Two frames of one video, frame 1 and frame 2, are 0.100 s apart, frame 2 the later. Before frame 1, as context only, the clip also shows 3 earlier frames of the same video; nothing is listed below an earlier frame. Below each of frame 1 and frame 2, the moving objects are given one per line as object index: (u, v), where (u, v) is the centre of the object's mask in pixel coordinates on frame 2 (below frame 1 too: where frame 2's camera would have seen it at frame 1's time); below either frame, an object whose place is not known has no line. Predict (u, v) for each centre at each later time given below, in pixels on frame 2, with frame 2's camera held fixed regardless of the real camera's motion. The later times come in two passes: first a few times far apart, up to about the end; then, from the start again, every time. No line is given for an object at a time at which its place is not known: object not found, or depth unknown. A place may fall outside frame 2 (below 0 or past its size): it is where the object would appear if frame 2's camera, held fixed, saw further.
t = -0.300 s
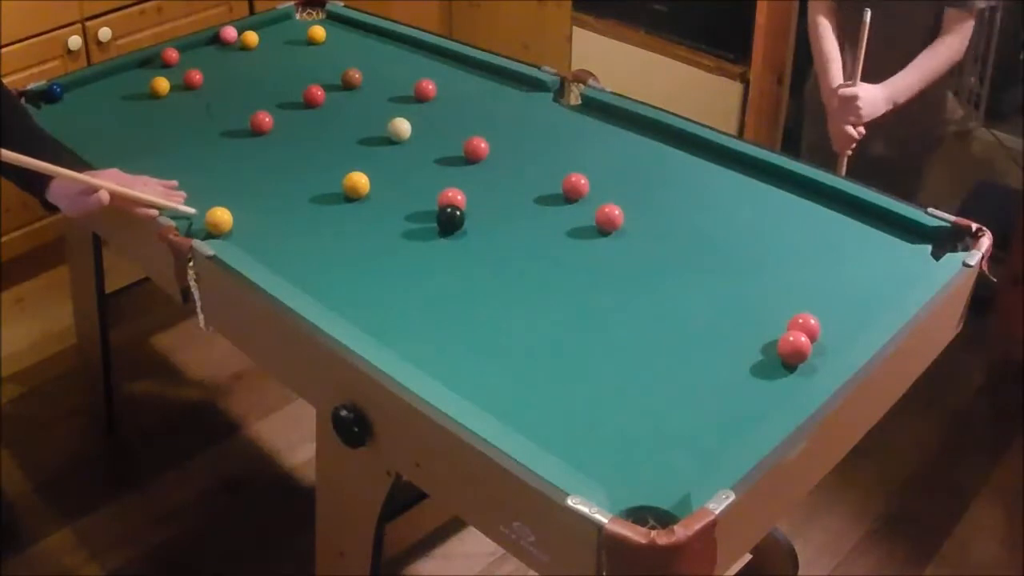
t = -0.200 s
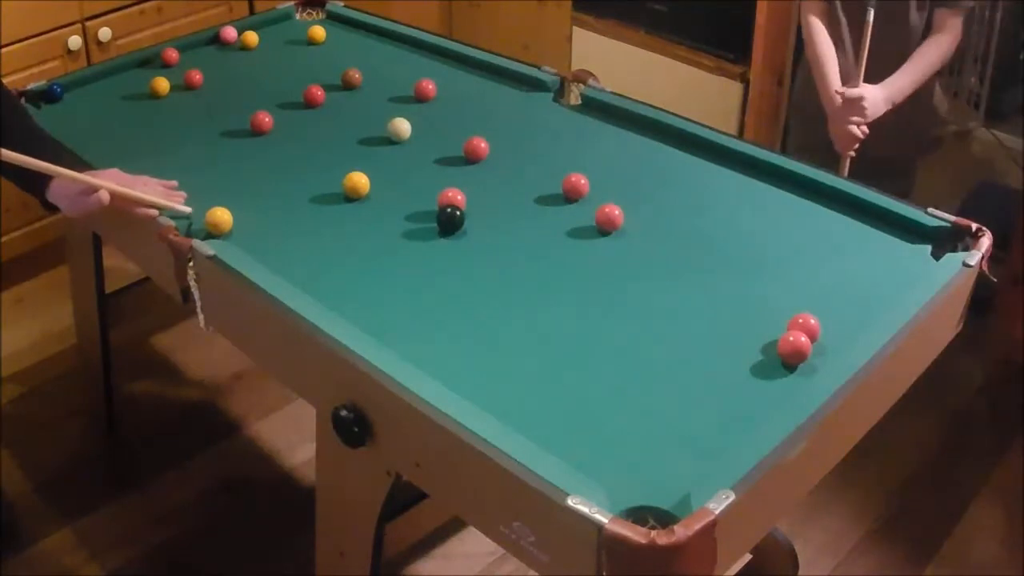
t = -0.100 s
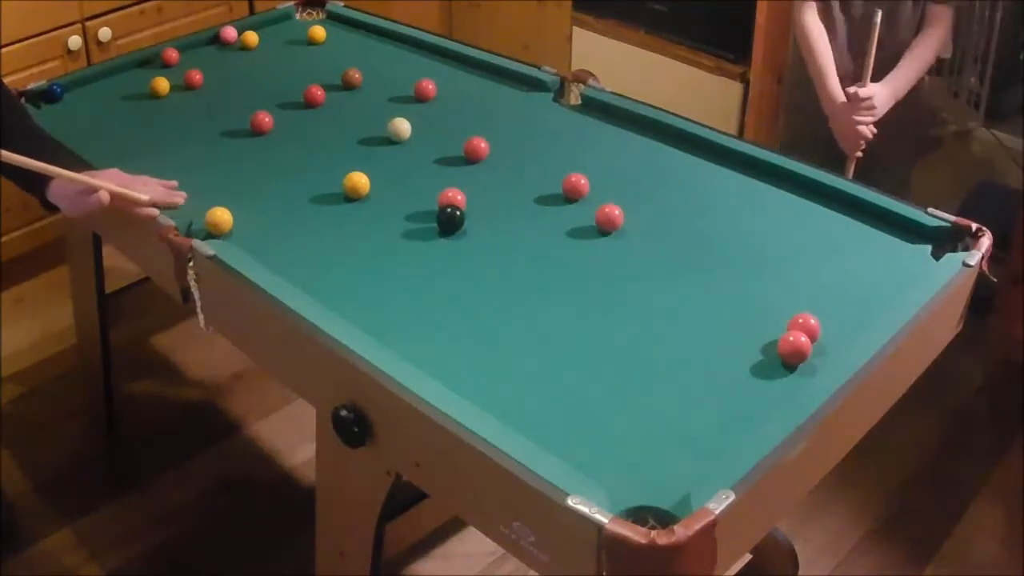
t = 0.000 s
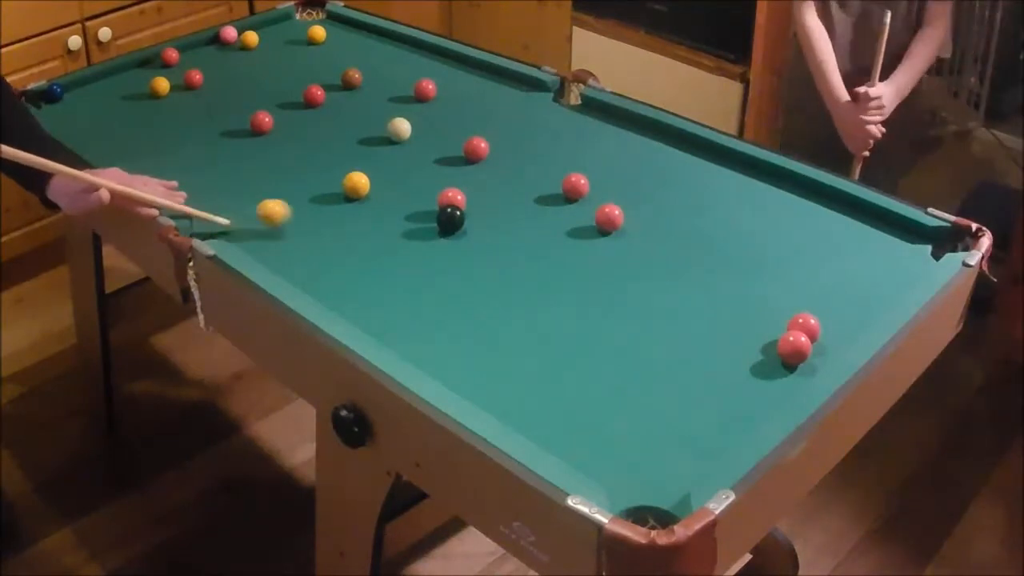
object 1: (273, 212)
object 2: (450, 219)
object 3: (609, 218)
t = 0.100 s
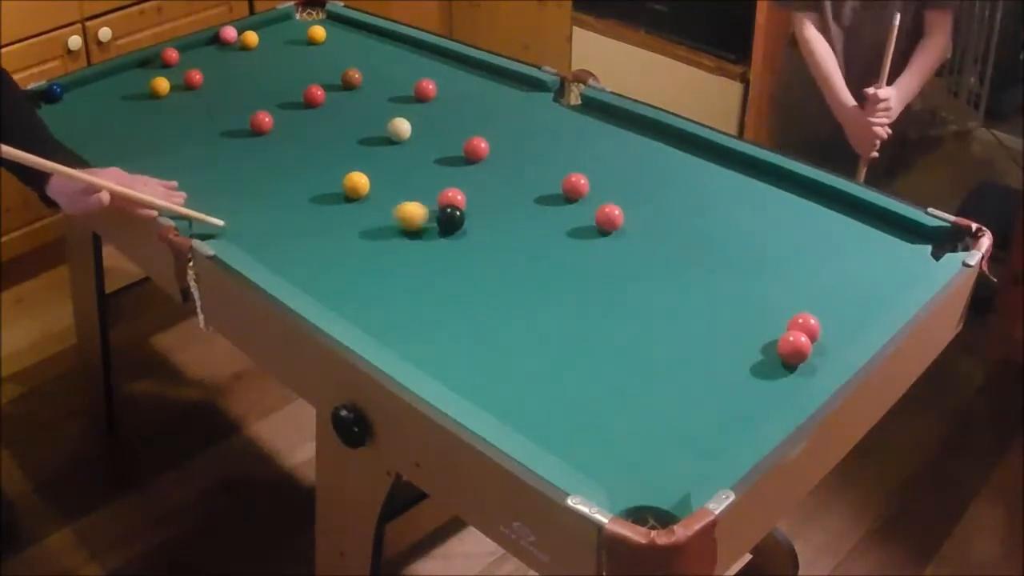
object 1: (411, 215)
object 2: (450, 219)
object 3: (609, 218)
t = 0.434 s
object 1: (432, 211)
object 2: (613, 237)
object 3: (760, 204)
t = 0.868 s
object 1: (432, 212)
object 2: (655, 255)
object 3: (870, 238)
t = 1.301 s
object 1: (432, 212)
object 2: (664, 259)
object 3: (890, 282)
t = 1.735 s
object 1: (432, 212)
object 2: (663, 259)
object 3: (858, 290)
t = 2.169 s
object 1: (432, 212)
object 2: (663, 258)
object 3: (852, 292)
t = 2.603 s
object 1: (432, 212)
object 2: (663, 258)
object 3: (852, 292)
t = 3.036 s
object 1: (432, 212)
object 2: (663, 258)
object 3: (852, 292)
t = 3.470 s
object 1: (432, 212)
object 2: (663, 258)
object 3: (852, 292)
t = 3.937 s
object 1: (432, 212)
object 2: (663, 258)
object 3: (852, 292)
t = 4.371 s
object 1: (432, 212)
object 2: (663, 258)
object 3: (852, 292)
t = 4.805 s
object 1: (432, 212)
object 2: (663, 258)
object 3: (853, 292)
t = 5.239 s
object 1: (432, 212)
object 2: (663, 258)
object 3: (853, 292)
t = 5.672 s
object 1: (432, 212)
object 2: (663, 258)
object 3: (853, 292)
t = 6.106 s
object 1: (432, 212)
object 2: (663, 258)
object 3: (853, 292)
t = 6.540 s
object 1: (432, 212)
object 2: (663, 258)
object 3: (852, 292)
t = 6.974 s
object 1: (432, 212)
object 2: (663, 258)
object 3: (852, 293)
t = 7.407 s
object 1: (432, 211)
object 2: (663, 258)
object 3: (853, 292)
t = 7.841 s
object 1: (432, 212)
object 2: (663, 258)
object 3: (853, 292)
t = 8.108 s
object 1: (432, 212)
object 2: (663, 258)
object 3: (853, 292)
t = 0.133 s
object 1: (422, 216)
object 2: (482, 219)
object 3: (609, 218)
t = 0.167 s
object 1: (425, 215)
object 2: (523, 221)
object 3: (609, 217)
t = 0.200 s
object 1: (427, 214)
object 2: (560, 221)
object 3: (609, 218)
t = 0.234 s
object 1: (429, 213)
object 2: (584, 224)
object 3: (622, 216)
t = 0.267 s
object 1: (431, 212)
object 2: (588, 225)
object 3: (651, 213)
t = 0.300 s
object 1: (431, 212)
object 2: (593, 228)
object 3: (677, 211)
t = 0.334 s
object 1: (431, 212)
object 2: (598, 230)
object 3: (701, 209)
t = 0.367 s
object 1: (432, 212)
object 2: (603, 232)
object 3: (722, 207)
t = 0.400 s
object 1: (432, 212)
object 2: (608, 235)
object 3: (741, 205)
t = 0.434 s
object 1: (432, 211)
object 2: (613, 237)
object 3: (760, 204)
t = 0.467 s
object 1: (432, 212)
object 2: (617, 239)
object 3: (778, 203)
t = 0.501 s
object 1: (432, 212)
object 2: (621, 240)
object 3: (796, 200)
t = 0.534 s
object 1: (432, 212)
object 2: (625, 242)
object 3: (813, 199)
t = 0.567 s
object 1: (432, 212)
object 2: (629, 244)
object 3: (830, 198)
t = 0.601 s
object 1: (432, 212)
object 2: (633, 246)
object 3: (838, 201)
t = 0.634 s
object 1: (432, 212)
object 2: (636, 248)
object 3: (841, 206)
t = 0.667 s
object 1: (432, 212)
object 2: (639, 249)
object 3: (845, 211)
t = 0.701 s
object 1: (432, 212)
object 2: (643, 250)
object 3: (850, 216)
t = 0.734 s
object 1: (432, 212)
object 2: (645, 252)
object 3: (854, 220)
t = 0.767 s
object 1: (432, 212)
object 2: (648, 253)
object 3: (858, 225)
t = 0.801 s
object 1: (432, 212)
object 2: (651, 254)
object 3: (862, 229)
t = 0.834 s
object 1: (432, 212)
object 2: (653, 255)
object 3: (866, 233)
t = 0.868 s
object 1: (432, 212)
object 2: (655, 255)
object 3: (870, 238)
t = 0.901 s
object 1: (432, 212)
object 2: (657, 256)
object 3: (874, 243)
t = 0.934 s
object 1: (432, 212)
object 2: (659, 257)
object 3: (878, 248)
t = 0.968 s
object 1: (432, 212)
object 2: (660, 258)
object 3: (882, 252)
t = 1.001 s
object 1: (432, 212)
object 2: (661, 258)
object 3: (886, 257)
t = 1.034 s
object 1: (432, 212)
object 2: (662, 258)
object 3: (889, 261)
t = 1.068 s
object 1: (432, 212)
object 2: (663, 258)
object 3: (893, 266)
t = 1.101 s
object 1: (432, 212)
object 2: (664, 259)
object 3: (897, 270)
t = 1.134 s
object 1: (432, 212)
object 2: (664, 259)
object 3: (900, 275)
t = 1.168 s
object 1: (432, 212)
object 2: (664, 259)
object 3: (903, 278)
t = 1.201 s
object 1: (432, 212)
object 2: (664, 259)
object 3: (901, 279)
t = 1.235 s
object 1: (432, 212)
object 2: (664, 259)
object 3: (898, 281)
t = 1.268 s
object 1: (432, 212)
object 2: (664, 259)
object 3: (894, 282)
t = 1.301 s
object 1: (432, 212)
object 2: (664, 259)
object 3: (890, 282)
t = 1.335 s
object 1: (432, 212)
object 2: (664, 259)
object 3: (887, 283)
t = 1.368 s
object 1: (432, 212)
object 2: (664, 258)
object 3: (884, 283)
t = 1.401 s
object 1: (432, 212)
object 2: (664, 258)
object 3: (881, 284)
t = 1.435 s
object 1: (432, 212)
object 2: (663, 258)
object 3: (878, 285)
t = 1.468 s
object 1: (432, 212)
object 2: (663, 258)
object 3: (875, 285)
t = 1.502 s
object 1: (432, 212)
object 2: (663, 258)
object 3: (872, 286)
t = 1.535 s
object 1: (432, 212)
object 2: (663, 258)
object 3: (870, 287)
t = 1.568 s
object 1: (432, 212)
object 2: (663, 258)
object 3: (867, 287)
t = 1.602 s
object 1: (432, 212)
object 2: (663, 258)
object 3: (865, 288)
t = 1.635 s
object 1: (432, 212)
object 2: (663, 258)
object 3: (863, 288)
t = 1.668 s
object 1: (432, 212)
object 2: (663, 258)
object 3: (862, 289)
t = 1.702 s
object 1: (432, 212)
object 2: (663, 258)
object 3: (860, 289)
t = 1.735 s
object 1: (432, 212)
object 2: (663, 259)
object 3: (858, 290)
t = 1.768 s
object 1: (432, 212)
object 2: (663, 258)
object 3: (857, 290)
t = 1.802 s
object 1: (432, 212)
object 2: (663, 258)
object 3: (856, 291)
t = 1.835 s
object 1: (432, 212)
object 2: (663, 258)
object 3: (855, 291)
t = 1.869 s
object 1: (432, 212)
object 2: (663, 258)
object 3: (854, 291)
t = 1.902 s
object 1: (432, 212)
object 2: (663, 258)
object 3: (853, 292)
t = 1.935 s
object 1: (432, 212)
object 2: (663, 258)
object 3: (852, 292)
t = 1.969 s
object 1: (432, 212)
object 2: (663, 258)
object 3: (852, 292)
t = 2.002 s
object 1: (432, 212)
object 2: (663, 258)
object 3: (852, 292)
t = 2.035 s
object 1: (432, 212)
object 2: (663, 258)
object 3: (852, 292)
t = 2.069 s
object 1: (432, 212)
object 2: (663, 258)
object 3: (852, 292)
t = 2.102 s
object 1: (432, 212)
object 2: (663, 258)
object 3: (852, 292)
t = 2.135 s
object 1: (432, 212)
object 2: (663, 258)
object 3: (852, 292)
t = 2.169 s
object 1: (432, 212)
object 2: (663, 258)
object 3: (852, 292)
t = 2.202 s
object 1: (432, 212)
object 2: (663, 258)
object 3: (852, 292)
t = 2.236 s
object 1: (432, 212)
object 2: (663, 258)
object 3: (852, 292)
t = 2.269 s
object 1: (432, 212)
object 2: (663, 258)
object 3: (852, 292)
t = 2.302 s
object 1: (432, 212)
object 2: (663, 258)
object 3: (852, 292)
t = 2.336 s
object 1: (432, 212)
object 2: (663, 258)
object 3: (852, 292)
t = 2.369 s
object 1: (432, 212)
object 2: (663, 258)
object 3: (852, 292)
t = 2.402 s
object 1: (432, 212)
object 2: (663, 258)
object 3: (852, 292)
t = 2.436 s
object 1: (432, 212)
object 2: (663, 258)
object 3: (852, 292)
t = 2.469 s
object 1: (432, 212)
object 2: (663, 258)
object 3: (852, 292)
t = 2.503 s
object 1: (432, 212)
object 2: (663, 258)
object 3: (852, 292)
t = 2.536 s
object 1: (432, 212)
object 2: (663, 258)
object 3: (852, 292)
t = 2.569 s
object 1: (432, 212)
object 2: (663, 258)
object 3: (852, 292)
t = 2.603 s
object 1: (432, 212)
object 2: (663, 258)
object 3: (852, 292)
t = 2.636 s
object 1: (432, 212)
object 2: (663, 258)
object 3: (852, 292)
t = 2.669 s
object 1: (432, 212)
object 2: (663, 258)
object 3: (852, 292)
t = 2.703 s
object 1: (432, 212)
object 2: (663, 258)
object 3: (852, 292)
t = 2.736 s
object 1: (432, 212)
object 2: (663, 258)
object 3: (852, 292)
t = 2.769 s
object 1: (432, 212)
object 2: (663, 258)
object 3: (852, 292)
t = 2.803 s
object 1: (432, 212)
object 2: (663, 258)
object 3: (852, 292)
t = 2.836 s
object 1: (432, 212)
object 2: (663, 258)
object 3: (852, 292)
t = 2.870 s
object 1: (432, 212)
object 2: (663, 258)
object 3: (852, 292)
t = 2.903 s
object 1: (432, 212)
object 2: (663, 258)
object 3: (852, 292)
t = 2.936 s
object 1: (432, 212)
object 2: (663, 258)
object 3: (852, 292)
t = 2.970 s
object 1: (432, 212)
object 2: (663, 258)
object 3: (852, 292)
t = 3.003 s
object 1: (432, 212)
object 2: (663, 258)
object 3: (852, 292)
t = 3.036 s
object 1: (432, 212)
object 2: (663, 258)
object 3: (852, 292)
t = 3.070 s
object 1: (432, 212)
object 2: (663, 258)
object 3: (852, 292)
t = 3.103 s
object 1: (432, 212)
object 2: (663, 258)
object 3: (852, 292)
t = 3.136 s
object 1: (432, 212)
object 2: (663, 258)
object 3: (852, 292)
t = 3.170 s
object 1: (432, 212)
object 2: (663, 258)
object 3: (852, 292)
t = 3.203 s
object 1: (432, 212)
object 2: (663, 258)
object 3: (852, 292)
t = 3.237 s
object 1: (432, 212)
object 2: (663, 258)
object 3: (852, 292)
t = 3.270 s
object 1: (432, 212)
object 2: (663, 258)
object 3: (852, 292)
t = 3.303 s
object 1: (432, 212)
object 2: (663, 258)
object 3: (852, 292)
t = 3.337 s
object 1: (432, 212)
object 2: (663, 258)
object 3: (852, 292)
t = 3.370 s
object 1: (432, 212)
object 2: (663, 258)
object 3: (852, 292)
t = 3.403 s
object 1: (432, 212)
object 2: (663, 258)
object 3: (852, 292)
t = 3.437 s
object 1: (432, 212)
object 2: (663, 258)
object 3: (852, 292)
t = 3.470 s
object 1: (432, 212)
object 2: (663, 258)
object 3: (852, 292)
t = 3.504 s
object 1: (432, 212)
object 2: (663, 258)
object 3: (852, 292)
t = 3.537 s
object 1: (432, 212)
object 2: (663, 258)
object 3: (852, 292)
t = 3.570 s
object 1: (432, 212)
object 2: (663, 258)
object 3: (852, 292)
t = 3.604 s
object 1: (432, 212)
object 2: (663, 258)
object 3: (852, 292)
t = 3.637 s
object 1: (432, 212)
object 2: (663, 258)
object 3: (852, 292)
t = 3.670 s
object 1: (432, 212)
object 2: (663, 258)
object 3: (852, 292)
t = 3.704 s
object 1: (432, 212)
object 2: (663, 258)
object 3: (852, 292)
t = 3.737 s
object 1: (432, 212)
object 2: (663, 258)
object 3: (852, 292)
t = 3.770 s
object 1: (432, 212)
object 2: (663, 258)
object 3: (852, 292)
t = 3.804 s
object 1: (432, 212)
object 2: (663, 258)
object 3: (852, 292)
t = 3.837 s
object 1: (432, 212)
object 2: (663, 258)
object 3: (852, 292)
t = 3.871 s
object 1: (432, 212)
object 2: (663, 258)
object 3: (852, 292)
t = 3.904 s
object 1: (432, 212)
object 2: (663, 258)
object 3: (852, 292)
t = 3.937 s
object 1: (432, 212)
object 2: (663, 258)
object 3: (852, 292)
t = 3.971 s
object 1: (432, 212)
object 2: (663, 258)
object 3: (852, 292)
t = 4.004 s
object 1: (432, 212)
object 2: (663, 258)
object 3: (853, 292)
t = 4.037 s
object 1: (432, 212)
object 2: (663, 258)
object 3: (852, 292)
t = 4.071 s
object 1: (432, 212)
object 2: (663, 258)
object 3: (852, 292)
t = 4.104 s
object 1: (432, 212)
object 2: (663, 258)
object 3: (852, 292)
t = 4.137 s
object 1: (432, 212)
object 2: (663, 258)
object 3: (852, 292)
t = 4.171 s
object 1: (432, 212)
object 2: (663, 258)
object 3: (852, 292)
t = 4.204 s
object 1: (432, 212)
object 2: (663, 258)
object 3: (852, 292)
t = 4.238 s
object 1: (432, 212)
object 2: (663, 258)
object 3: (852, 292)
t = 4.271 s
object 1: (432, 212)
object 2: (663, 258)
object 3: (852, 292)
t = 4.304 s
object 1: (432, 212)
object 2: (663, 258)
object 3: (852, 292)
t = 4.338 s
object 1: (432, 212)
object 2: (663, 258)
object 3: (852, 292)
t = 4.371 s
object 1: (432, 212)
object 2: (663, 258)
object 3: (852, 292)
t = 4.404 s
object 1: (432, 212)
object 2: (663, 258)
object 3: (852, 292)
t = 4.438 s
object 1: (432, 212)
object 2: (663, 258)
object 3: (852, 292)
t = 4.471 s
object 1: (432, 212)
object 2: (663, 258)
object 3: (852, 292)
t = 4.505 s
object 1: (432, 212)
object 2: (663, 258)
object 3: (852, 292)
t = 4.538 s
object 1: (432, 212)
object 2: (663, 258)
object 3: (852, 292)
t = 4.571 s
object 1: (432, 212)
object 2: (663, 258)
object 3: (852, 292)
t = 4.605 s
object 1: (432, 212)
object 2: (663, 258)
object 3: (852, 292)
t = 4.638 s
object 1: (432, 212)
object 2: (663, 258)
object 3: (852, 292)
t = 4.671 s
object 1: (432, 212)
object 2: (663, 258)
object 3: (852, 292)
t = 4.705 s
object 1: (432, 212)
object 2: (663, 258)
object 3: (852, 292)
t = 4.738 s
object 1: (432, 212)
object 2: (663, 258)
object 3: (853, 292)
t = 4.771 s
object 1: (432, 212)
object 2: (663, 258)
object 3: (852, 292)
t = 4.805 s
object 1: (432, 212)
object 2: (663, 258)
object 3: (853, 292)
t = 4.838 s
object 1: (432, 212)
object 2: (663, 258)
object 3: (852, 292)
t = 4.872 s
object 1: (432, 212)
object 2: (663, 258)
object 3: (852, 292)
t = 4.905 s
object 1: (432, 212)
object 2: (663, 258)
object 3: (852, 292)
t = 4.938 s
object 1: (432, 212)
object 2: (663, 258)
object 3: (852, 292)
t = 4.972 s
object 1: (432, 212)
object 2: (663, 258)
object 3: (853, 292)
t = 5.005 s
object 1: (432, 212)
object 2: (663, 258)
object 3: (852, 292)
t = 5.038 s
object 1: (432, 212)
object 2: (663, 258)
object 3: (853, 292)
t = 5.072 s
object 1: (432, 212)
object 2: (663, 258)
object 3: (853, 292)
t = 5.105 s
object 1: (432, 212)
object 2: (663, 258)
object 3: (853, 292)
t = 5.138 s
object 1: (432, 212)
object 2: (663, 258)
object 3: (853, 292)
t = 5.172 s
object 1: (432, 212)
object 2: (663, 258)
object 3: (853, 292)
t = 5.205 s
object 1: (432, 212)
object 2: (663, 258)
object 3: (853, 292)
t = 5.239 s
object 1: (432, 212)
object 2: (663, 258)
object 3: (853, 292)
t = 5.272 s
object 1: (432, 212)
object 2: (663, 258)
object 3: (853, 292)
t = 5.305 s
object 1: (432, 212)
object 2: (663, 258)
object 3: (853, 292)
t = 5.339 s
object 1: (432, 212)
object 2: (663, 258)
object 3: (853, 292)
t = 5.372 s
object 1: (432, 212)
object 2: (663, 258)
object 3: (853, 292)
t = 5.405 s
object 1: (432, 212)
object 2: (663, 258)
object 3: (853, 292)
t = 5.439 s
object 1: (432, 212)
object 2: (663, 258)
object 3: (853, 292)
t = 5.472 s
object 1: (432, 212)
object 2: (663, 258)
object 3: (853, 292)
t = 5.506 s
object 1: (432, 212)
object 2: (663, 258)
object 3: (853, 292)
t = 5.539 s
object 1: (432, 212)
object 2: (663, 258)
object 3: (853, 292)
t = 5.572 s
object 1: (432, 212)
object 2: (663, 258)
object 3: (853, 292)
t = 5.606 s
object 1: (432, 212)
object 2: (663, 258)
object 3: (853, 292)
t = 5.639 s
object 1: (432, 212)
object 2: (663, 258)
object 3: (853, 292)
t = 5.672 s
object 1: (432, 212)
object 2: (663, 258)
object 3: (853, 292)
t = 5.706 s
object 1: (432, 212)
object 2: (663, 258)
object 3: (853, 292)
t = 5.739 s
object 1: (432, 212)
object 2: (663, 258)
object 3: (853, 292)
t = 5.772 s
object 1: (432, 212)
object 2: (663, 258)
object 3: (853, 292)
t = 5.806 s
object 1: (431, 212)
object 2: (663, 258)
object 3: (853, 292)
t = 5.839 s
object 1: (432, 212)
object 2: (663, 258)
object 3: (853, 292)
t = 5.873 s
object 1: (432, 212)
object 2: (663, 258)
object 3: (853, 292)
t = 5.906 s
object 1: (432, 212)
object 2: (664, 258)
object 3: (853, 292)
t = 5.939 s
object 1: (432, 211)
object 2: (664, 258)
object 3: (853, 292)
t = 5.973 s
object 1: (432, 211)
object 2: (664, 258)
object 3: (853, 292)
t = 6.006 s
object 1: (432, 212)
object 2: (663, 258)
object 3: (853, 292)
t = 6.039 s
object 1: (432, 212)
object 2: (663, 258)
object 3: (853, 292)
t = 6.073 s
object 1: (432, 212)
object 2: (663, 259)
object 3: (853, 292)
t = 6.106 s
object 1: (432, 212)
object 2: (663, 258)
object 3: (853, 292)
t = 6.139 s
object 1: (432, 211)
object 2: (663, 258)
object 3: (853, 292)
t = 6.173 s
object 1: (432, 211)
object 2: (663, 258)
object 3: (853, 292)
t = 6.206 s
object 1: (432, 212)
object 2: (663, 258)
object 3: (853, 292)
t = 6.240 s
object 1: (432, 212)
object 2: (663, 258)
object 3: (853, 292)
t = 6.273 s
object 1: (432, 212)
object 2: (663, 258)
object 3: (853, 292)
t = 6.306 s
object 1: (432, 212)
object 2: (663, 258)
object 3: (853, 292)
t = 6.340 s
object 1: (432, 212)
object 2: (663, 258)
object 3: (853, 292)
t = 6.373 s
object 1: (432, 212)
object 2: (663, 258)
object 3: (853, 292)
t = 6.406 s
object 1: (432, 212)
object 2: (663, 258)
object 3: (853, 292)
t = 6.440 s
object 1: (432, 212)
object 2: (663, 258)
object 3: (852, 292)
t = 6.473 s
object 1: (432, 212)
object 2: (663, 258)
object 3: (852, 292)
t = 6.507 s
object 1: (432, 212)
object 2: (663, 258)
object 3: (852, 292)
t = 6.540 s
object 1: (432, 212)
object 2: (663, 258)
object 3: (852, 292)
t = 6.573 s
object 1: (432, 212)
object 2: (663, 258)
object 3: (852, 292)
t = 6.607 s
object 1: (432, 212)
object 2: (663, 258)
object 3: (852, 292)
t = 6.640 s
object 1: (432, 212)
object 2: (663, 258)
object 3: (852, 292)
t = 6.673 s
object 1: (432, 212)
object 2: (663, 258)
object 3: (852, 292)
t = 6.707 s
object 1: (431, 212)
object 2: (663, 258)
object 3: (852, 292)
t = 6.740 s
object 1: (432, 212)
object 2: (663, 258)
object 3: (852, 292)
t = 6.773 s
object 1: (432, 212)
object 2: (663, 258)
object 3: (852, 293)
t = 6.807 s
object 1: (432, 211)
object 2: (663, 258)
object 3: (852, 293)
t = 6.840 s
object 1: (432, 212)
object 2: (663, 258)
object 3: (852, 292)
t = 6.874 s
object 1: (432, 212)
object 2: (663, 258)
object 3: (852, 293)
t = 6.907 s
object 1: (432, 212)
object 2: (663, 258)
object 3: (852, 292)
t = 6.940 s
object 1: (432, 212)
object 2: (663, 258)
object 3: (852, 292)
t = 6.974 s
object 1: (432, 212)
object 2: (663, 258)
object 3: (852, 293)
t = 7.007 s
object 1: (432, 212)
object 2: (663, 258)
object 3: (852, 293)
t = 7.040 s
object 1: (432, 212)
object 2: (663, 258)
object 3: (852, 292)
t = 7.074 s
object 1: (432, 212)
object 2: (663, 258)
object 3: (852, 293)
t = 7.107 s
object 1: (432, 212)
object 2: (663, 258)
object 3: (852, 292)
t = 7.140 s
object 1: (432, 212)
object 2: (663, 258)
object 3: (853, 292)
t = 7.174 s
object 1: (432, 212)
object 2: (663, 258)
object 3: (852, 293)
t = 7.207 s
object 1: (432, 212)
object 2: (663, 258)
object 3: (852, 292)
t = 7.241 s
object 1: (432, 212)
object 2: (663, 258)
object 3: (852, 292)
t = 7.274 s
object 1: (432, 212)
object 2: (663, 258)
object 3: (852, 292)
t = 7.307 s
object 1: (432, 212)
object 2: (663, 258)
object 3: (852, 292)
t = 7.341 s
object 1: (432, 212)
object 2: (663, 258)
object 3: (853, 292)
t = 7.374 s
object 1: (432, 212)
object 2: (663, 258)
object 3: (853, 292)
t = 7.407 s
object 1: (432, 211)
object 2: (663, 258)
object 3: (853, 292)
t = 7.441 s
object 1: (432, 211)
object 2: (663, 259)
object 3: (853, 292)
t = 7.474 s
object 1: (432, 212)
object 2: (663, 258)
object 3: (852, 292)
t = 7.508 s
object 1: (432, 211)
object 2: (663, 258)
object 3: (852, 292)
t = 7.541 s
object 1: (432, 211)
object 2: (663, 259)
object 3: (852, 292)
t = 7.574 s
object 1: (432, 212)
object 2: (663, 258)
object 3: (853, 292)
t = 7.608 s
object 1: (432, 212)
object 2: (663, 258)
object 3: (853, 292)
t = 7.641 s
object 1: (432, 212)
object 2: (663, 258)
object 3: (853, 292)
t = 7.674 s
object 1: (432, 212)
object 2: (663, 258)
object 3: (853, 292)
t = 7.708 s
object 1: (432, 212)
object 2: (663, 258)
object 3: (853, 292)
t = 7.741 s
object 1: (432, 212)
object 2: (663, 258)
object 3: (853, 292)
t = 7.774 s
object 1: (432, 212)
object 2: (663, 258)
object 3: (853, 292)
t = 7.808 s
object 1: (432, 211)
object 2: (663, 258)
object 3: (853, 292)
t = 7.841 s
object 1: (432, 212)
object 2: (663, 258)
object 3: (853, 292)
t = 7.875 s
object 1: (432, 211)
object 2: (663, 258)
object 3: (853, 292)
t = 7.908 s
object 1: (432, 212)
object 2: (663, 258)
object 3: (853, 292)
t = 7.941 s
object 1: (432, 212)
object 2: (663, 258)
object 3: (853, 292)
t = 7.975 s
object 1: (432, 211)
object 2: (663, 258)
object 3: (853, 292)
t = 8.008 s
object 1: (432, 211)
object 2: (663, 258)
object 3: (853, 292)
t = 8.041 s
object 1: (432, 211)
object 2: (663, 258)
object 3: (853, 292)
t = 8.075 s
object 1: (432, 212)
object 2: (663, 258)
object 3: (853, 292)
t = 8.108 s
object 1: (432, 212)
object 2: (663, 258)
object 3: (853, 292)
